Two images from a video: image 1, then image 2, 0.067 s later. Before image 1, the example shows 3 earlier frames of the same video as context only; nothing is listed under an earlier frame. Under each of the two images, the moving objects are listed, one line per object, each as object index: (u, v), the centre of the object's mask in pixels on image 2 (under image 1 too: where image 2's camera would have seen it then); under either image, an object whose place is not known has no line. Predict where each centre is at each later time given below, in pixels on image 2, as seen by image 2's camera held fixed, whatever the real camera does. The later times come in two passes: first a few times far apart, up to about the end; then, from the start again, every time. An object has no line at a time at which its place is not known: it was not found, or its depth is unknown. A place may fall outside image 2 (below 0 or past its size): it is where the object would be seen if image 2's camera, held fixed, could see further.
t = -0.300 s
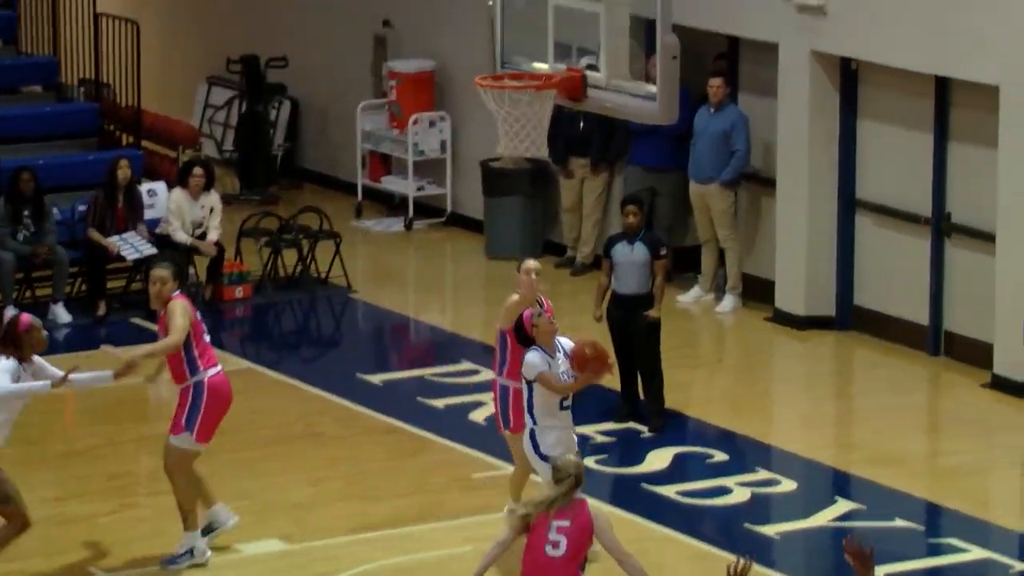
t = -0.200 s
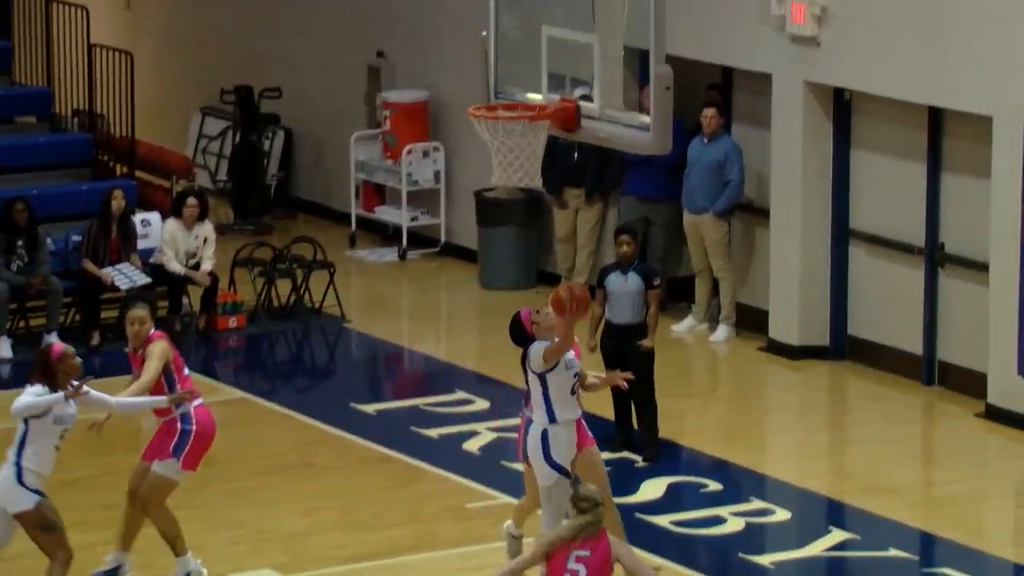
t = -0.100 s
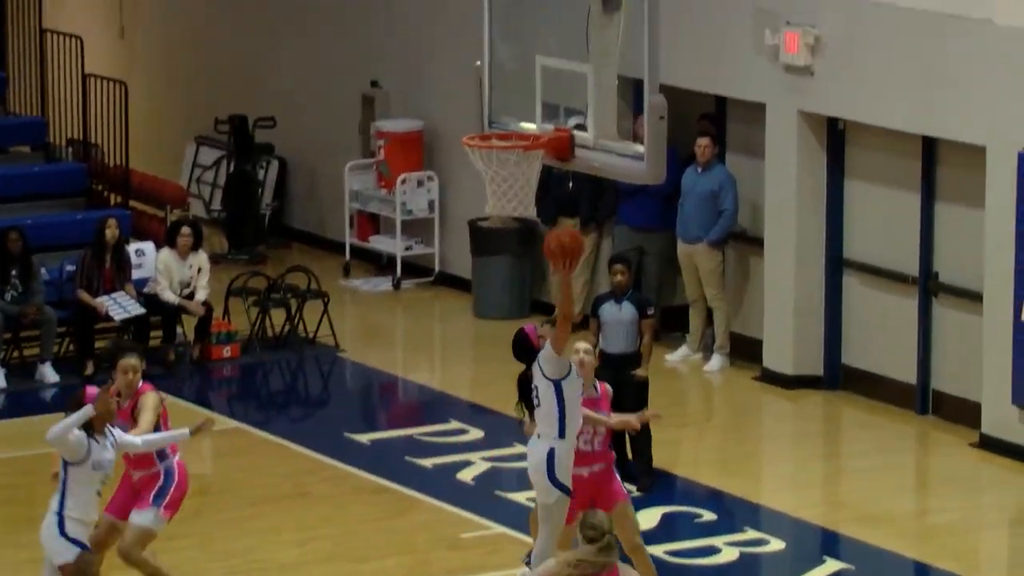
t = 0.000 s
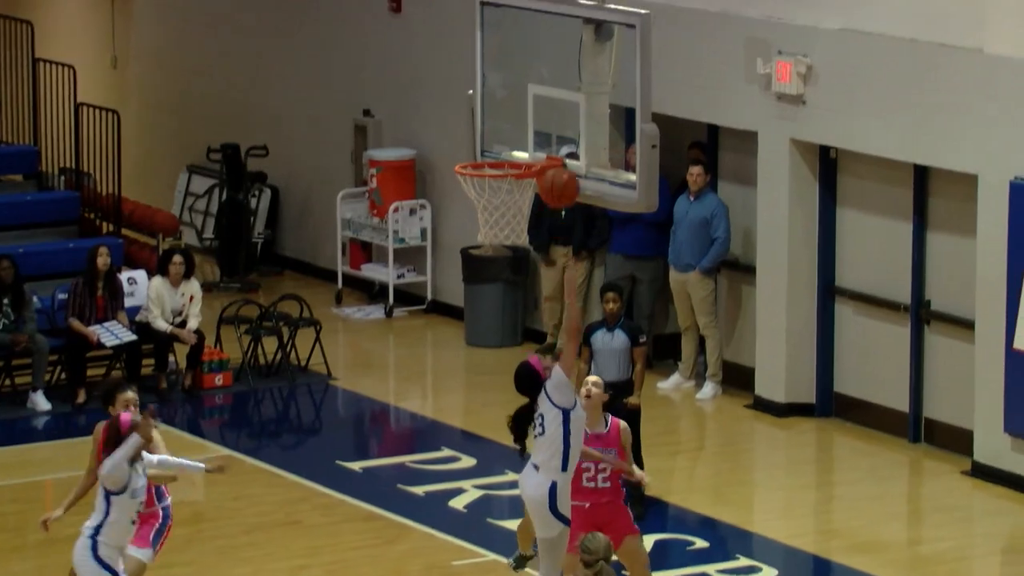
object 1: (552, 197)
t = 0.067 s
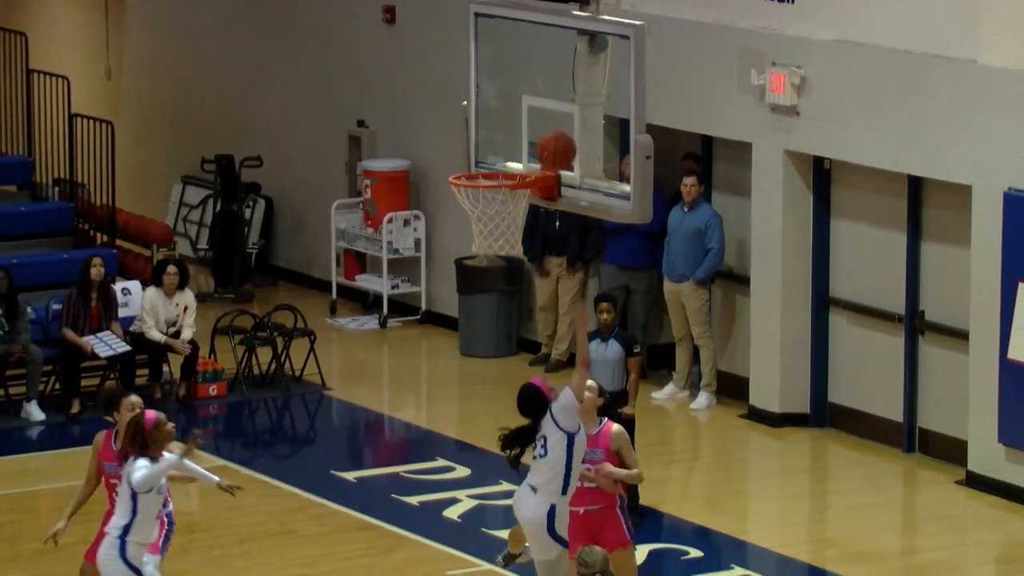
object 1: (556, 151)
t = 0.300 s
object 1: (527, 99)
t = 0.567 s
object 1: (473, 183)
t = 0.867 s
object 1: (509, 335)
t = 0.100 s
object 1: (557, 130)
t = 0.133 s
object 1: (558, 112)
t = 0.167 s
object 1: (554, 103)
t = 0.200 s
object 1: (547, 99)
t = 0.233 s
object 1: (540, 97)
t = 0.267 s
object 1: (534, 97)
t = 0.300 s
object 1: (527, 99)
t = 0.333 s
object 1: (520, 103)
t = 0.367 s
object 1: (514, 109)
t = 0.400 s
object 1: (506, 117)
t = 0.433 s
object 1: (499, 127)
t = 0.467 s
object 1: (493, 138)
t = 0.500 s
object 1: (486, 151)
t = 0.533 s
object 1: (480, 167)
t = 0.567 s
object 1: (473, 183)
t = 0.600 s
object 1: (474, 198)
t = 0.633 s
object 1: (476, 213)
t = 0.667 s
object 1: (480, 227)
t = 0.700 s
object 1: (485, 241)
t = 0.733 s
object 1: (490, 256)
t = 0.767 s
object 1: (495, 272)
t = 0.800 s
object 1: (500, 291)
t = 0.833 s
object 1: (505, 312)
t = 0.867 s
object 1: (509, 335)
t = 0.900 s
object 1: (514, 360)
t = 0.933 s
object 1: (518, 388)
